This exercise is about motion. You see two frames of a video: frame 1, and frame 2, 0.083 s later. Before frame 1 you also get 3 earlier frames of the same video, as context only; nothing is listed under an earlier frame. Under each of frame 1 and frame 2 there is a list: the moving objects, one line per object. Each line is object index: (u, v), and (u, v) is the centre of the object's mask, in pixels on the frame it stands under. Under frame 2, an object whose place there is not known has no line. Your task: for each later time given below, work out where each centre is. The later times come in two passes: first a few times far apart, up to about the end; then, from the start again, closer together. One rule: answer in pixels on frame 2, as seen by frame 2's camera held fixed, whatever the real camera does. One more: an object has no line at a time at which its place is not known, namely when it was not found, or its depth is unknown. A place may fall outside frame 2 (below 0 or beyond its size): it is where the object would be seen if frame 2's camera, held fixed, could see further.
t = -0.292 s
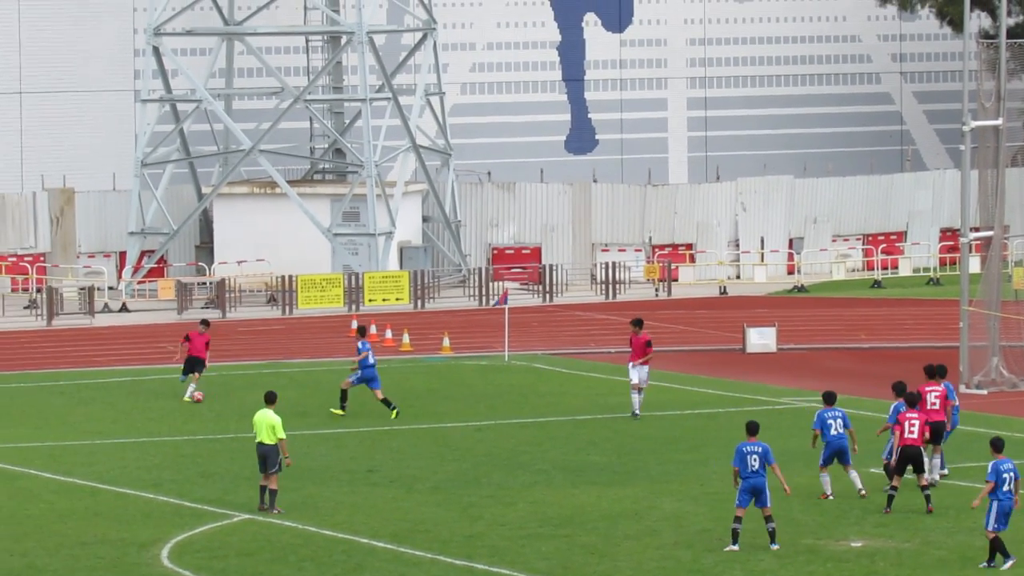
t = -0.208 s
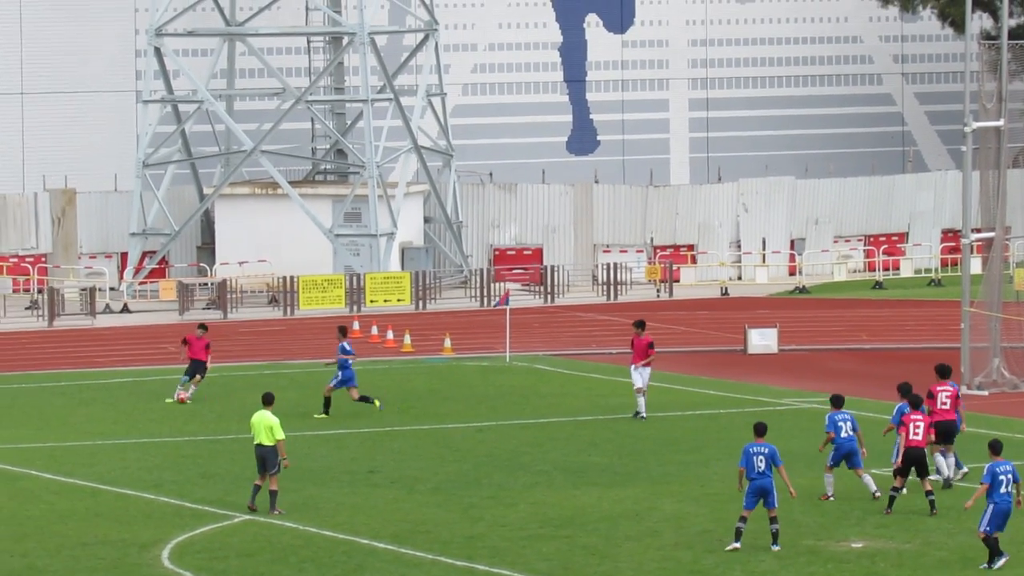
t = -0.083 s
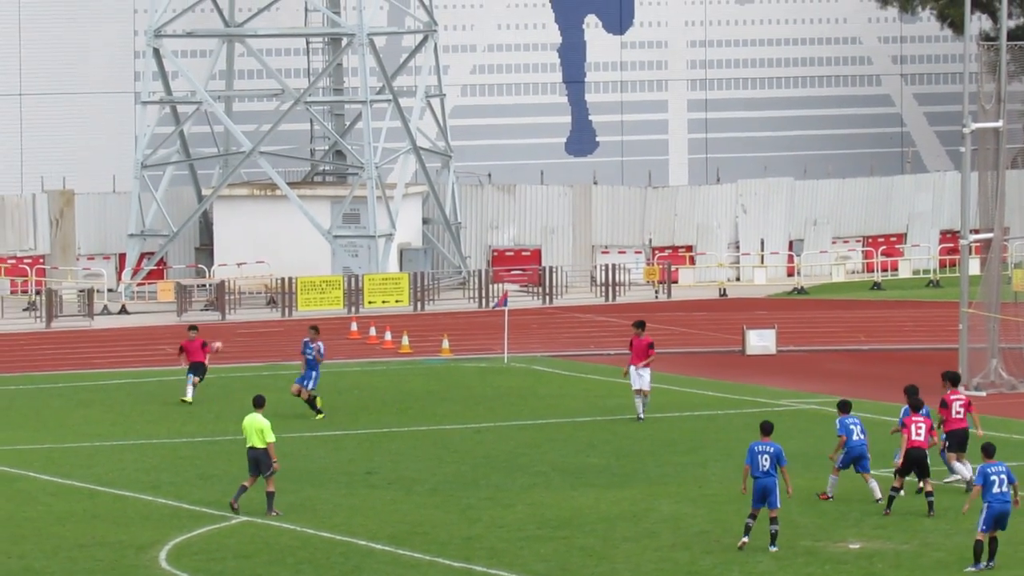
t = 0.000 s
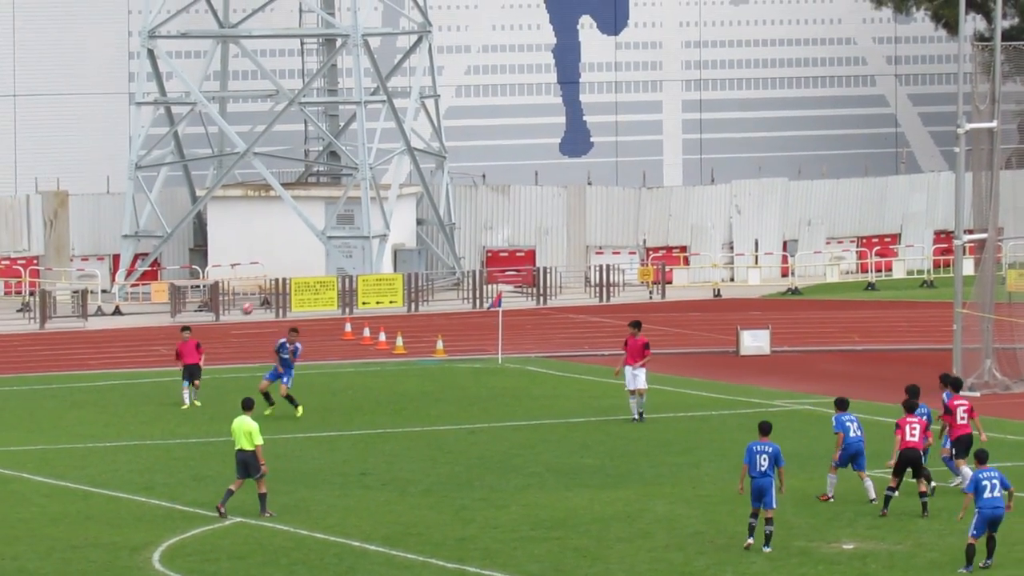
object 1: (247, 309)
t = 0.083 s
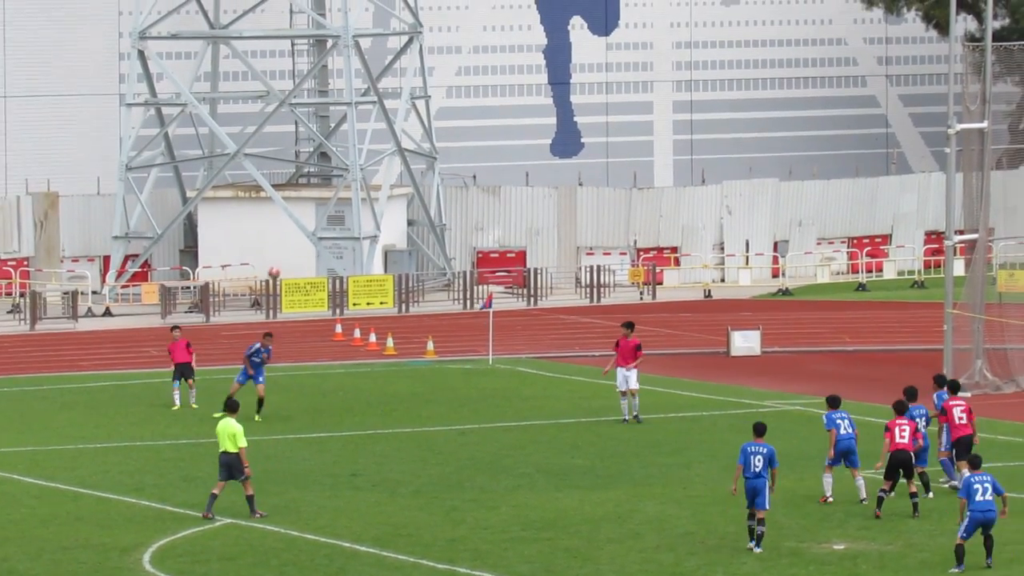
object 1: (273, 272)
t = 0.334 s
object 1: (392, 182)
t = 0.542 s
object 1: (494, 128)
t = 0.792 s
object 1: (625, 92)
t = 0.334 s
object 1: (392, 182)
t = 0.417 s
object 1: (433, 158)
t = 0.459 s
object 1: (453, 148)
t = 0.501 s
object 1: (474, 138)
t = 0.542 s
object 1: (494, 128)
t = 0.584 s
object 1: (515, 120)
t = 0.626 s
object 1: (537, 113)
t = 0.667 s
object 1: (559, 106)
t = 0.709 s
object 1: (580, 101)
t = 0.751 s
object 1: (603, 96)
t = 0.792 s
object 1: (625, 92)
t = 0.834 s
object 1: (648, 89)
